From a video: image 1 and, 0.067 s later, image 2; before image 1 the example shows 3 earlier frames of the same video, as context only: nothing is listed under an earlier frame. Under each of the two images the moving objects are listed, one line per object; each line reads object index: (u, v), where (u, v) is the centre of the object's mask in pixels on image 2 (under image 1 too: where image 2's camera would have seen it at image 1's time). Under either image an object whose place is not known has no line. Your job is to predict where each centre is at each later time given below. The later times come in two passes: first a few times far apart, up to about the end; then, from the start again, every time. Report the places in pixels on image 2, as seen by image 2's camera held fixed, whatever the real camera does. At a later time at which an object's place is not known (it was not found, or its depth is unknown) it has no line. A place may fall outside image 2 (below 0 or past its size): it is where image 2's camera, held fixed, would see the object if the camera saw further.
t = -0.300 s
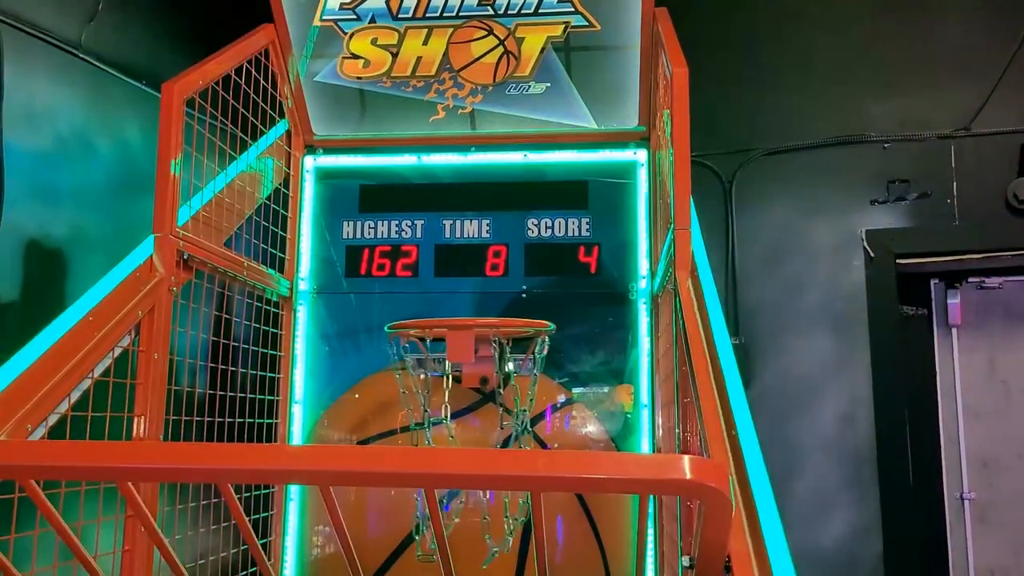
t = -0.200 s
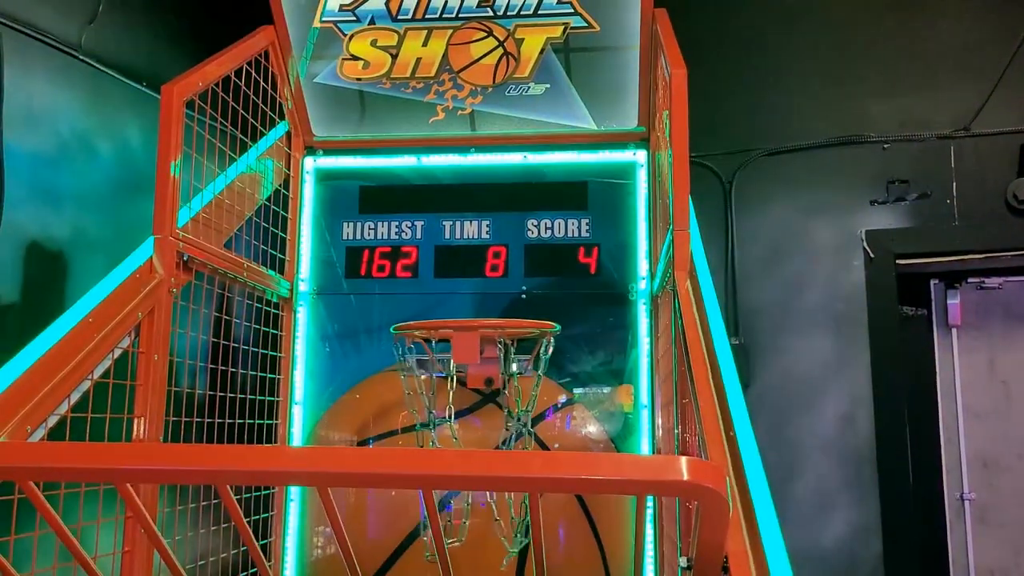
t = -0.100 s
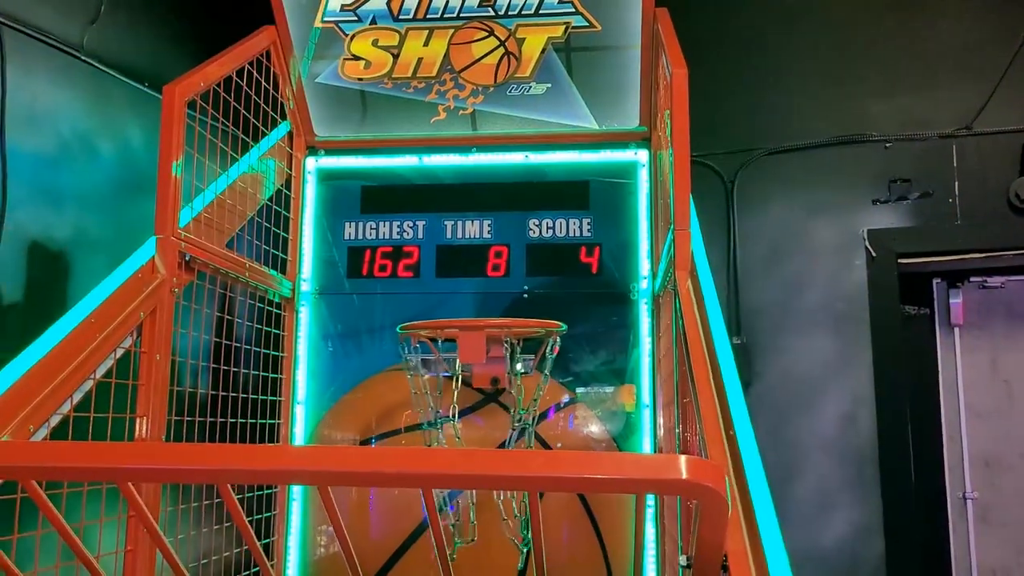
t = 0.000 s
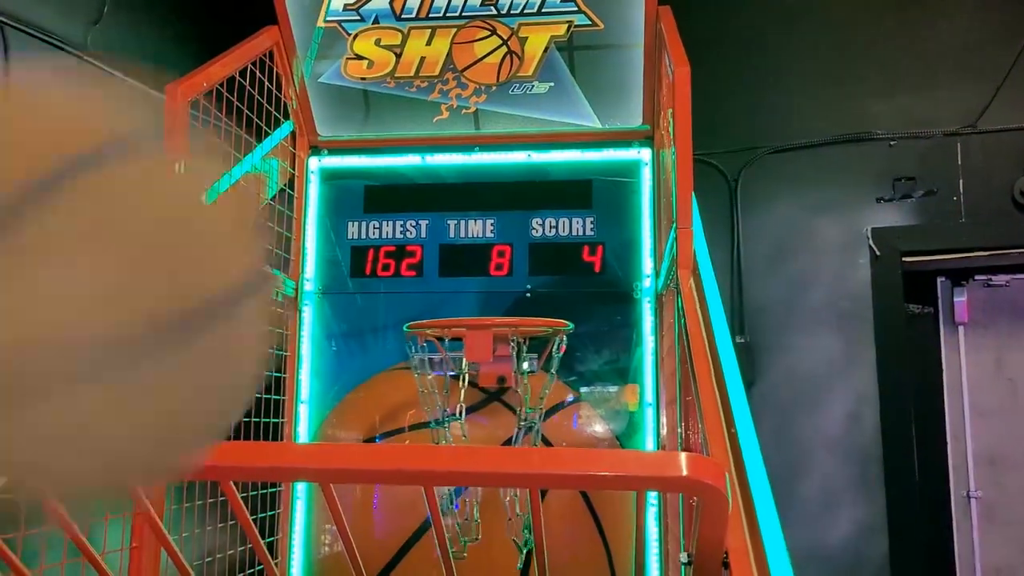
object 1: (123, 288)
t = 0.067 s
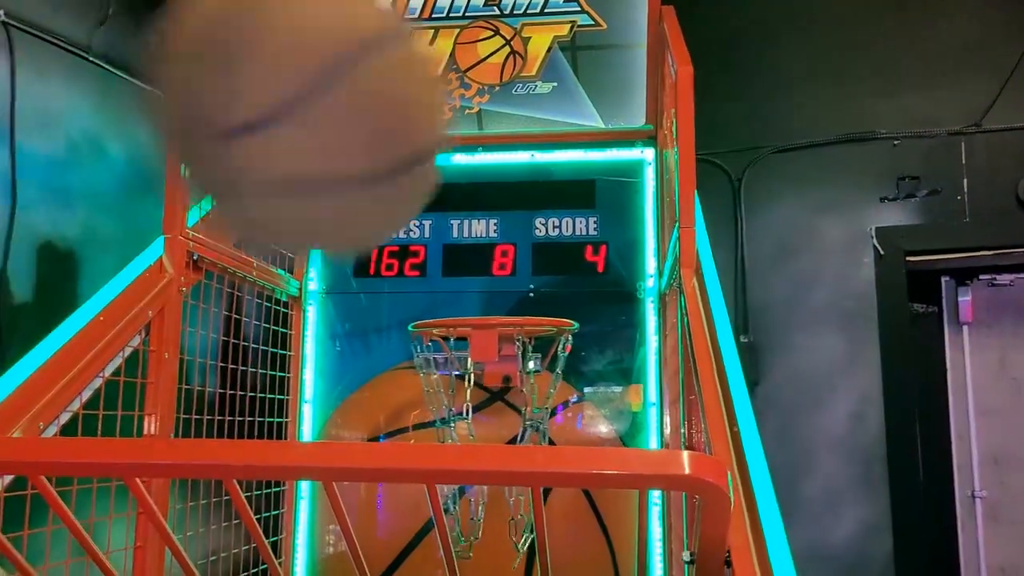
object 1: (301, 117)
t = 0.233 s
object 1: (529, 88)
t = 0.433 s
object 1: (616, 251)
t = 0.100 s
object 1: (374, 94)
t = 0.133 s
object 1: (429, 82)
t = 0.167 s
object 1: (470, 77)
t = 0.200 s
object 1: (503, 79)
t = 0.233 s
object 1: (529, 88)
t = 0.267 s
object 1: (552, 109)
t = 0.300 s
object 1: (572, 132)
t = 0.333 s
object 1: (588, 158)
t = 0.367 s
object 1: (605, 189)
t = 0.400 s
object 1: (616, 222)
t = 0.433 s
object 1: (616, 251)
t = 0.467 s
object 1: (609, 280)
